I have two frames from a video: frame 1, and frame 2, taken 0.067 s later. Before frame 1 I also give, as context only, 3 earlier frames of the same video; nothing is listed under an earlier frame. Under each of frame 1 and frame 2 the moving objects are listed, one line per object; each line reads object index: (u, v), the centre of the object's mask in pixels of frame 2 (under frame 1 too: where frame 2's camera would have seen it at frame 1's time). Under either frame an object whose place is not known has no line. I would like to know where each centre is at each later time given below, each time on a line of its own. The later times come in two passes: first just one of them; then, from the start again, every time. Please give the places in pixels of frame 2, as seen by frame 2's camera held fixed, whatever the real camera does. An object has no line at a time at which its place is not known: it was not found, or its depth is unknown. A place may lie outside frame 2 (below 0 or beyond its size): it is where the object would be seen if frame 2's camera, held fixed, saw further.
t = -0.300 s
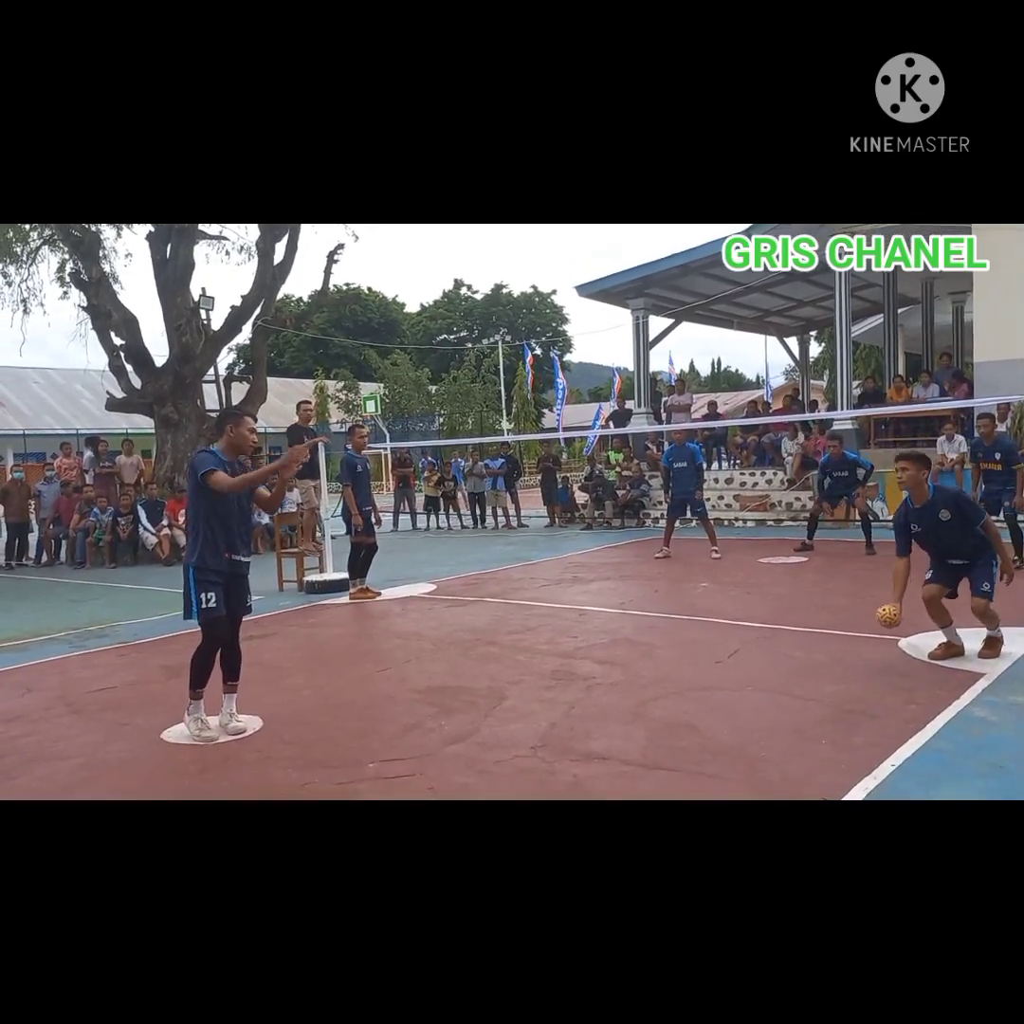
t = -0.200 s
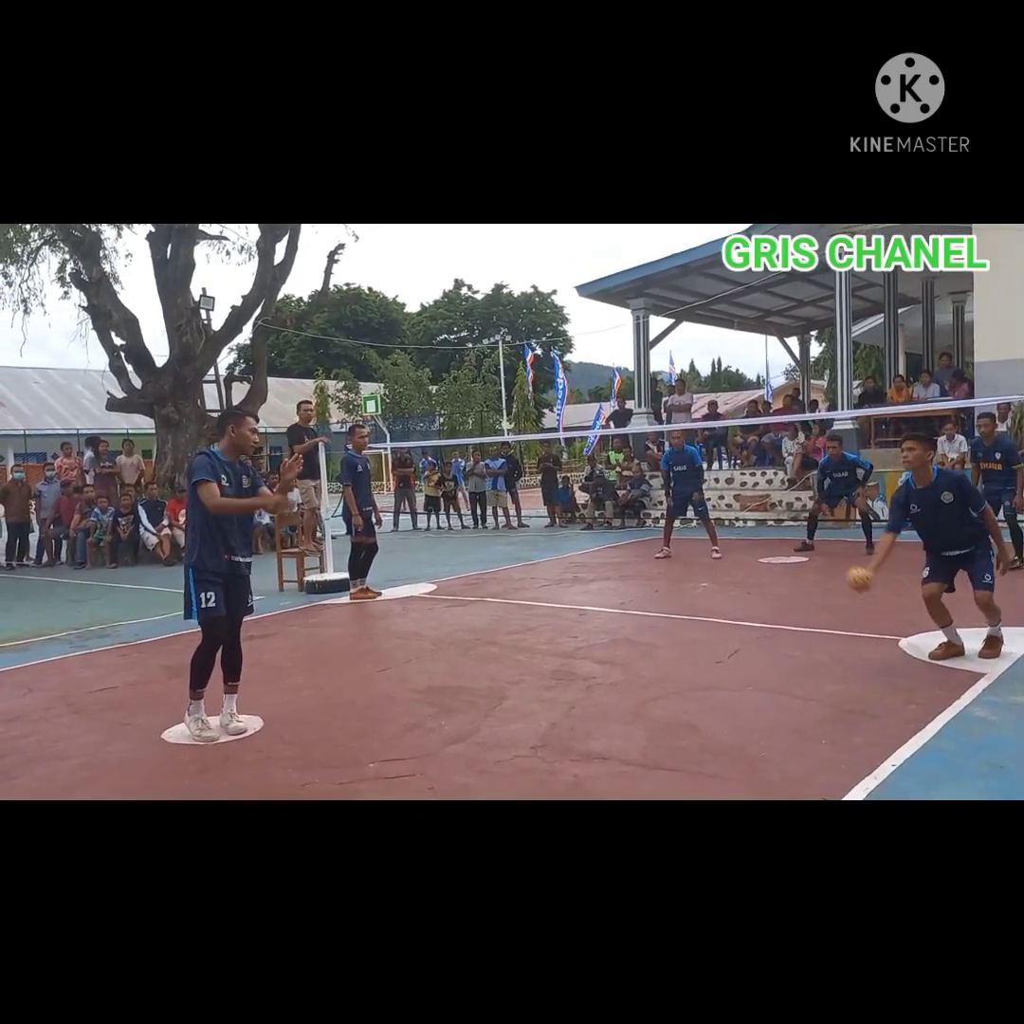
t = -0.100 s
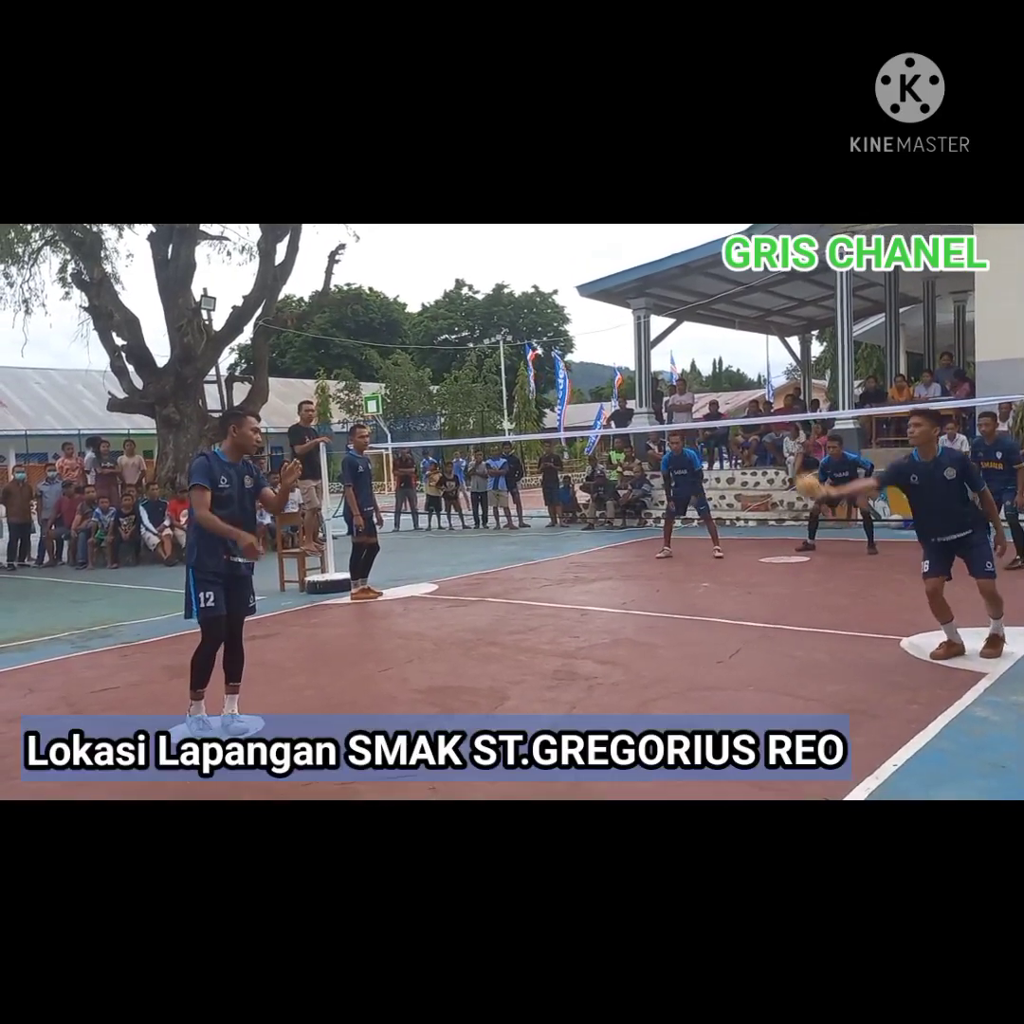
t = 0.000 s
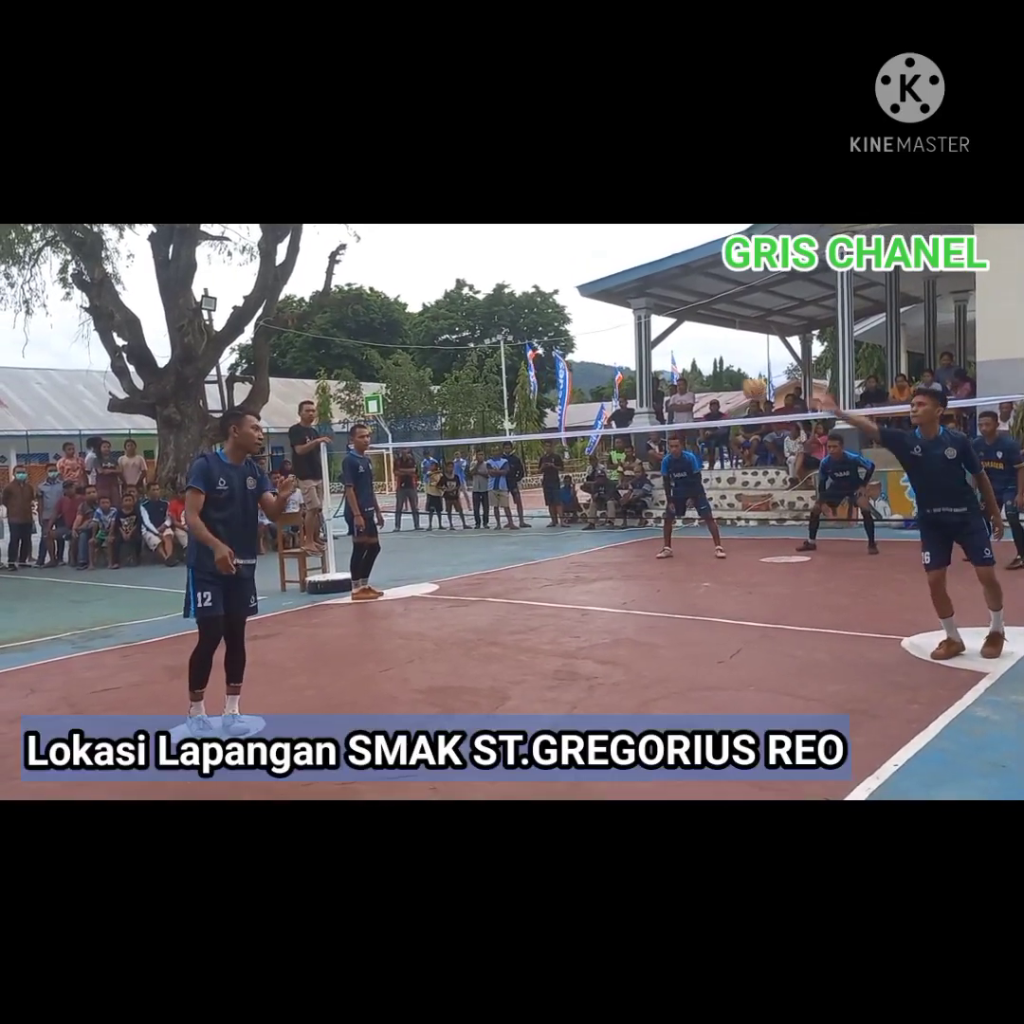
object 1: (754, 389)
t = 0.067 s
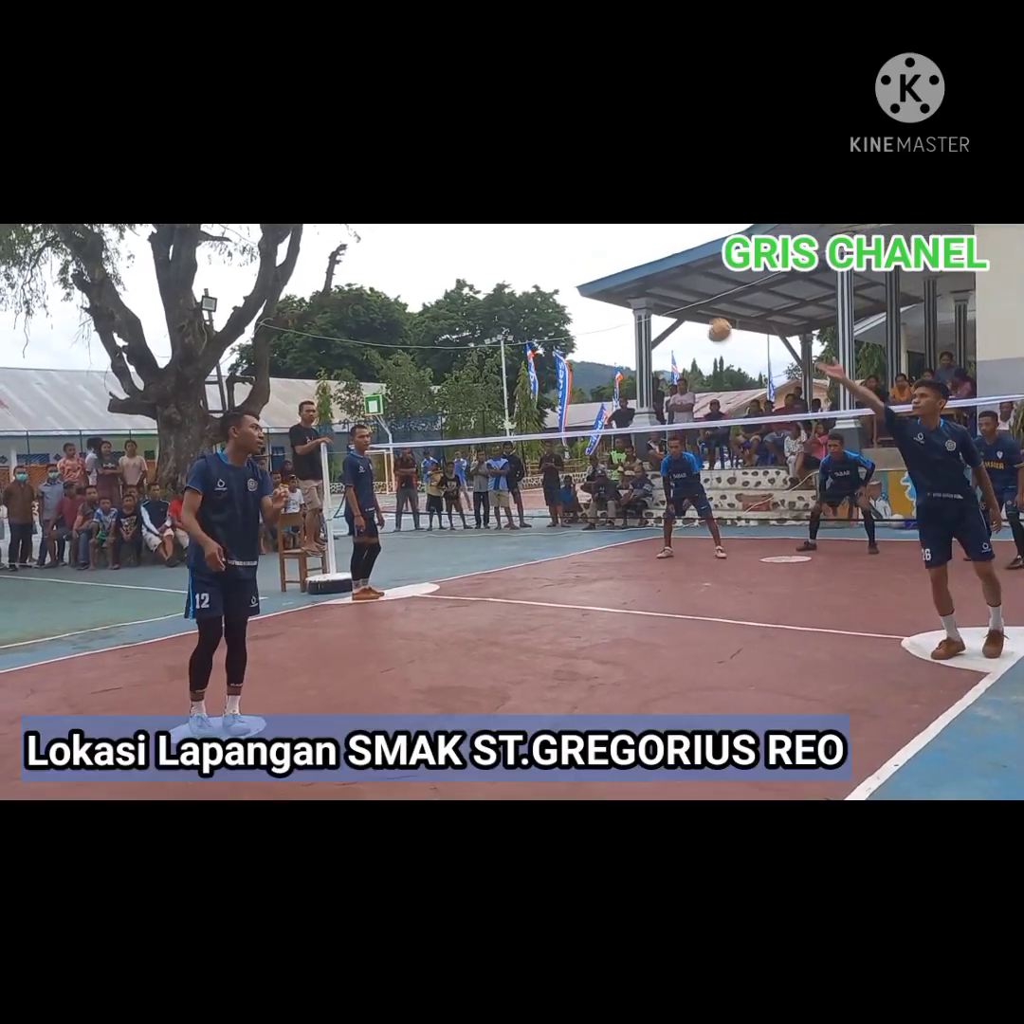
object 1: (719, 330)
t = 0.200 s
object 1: (647, 236)
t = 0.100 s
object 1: (702, 304)
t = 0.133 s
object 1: (683, 278)
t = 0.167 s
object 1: (665, 257)
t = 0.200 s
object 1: (647, 236)
